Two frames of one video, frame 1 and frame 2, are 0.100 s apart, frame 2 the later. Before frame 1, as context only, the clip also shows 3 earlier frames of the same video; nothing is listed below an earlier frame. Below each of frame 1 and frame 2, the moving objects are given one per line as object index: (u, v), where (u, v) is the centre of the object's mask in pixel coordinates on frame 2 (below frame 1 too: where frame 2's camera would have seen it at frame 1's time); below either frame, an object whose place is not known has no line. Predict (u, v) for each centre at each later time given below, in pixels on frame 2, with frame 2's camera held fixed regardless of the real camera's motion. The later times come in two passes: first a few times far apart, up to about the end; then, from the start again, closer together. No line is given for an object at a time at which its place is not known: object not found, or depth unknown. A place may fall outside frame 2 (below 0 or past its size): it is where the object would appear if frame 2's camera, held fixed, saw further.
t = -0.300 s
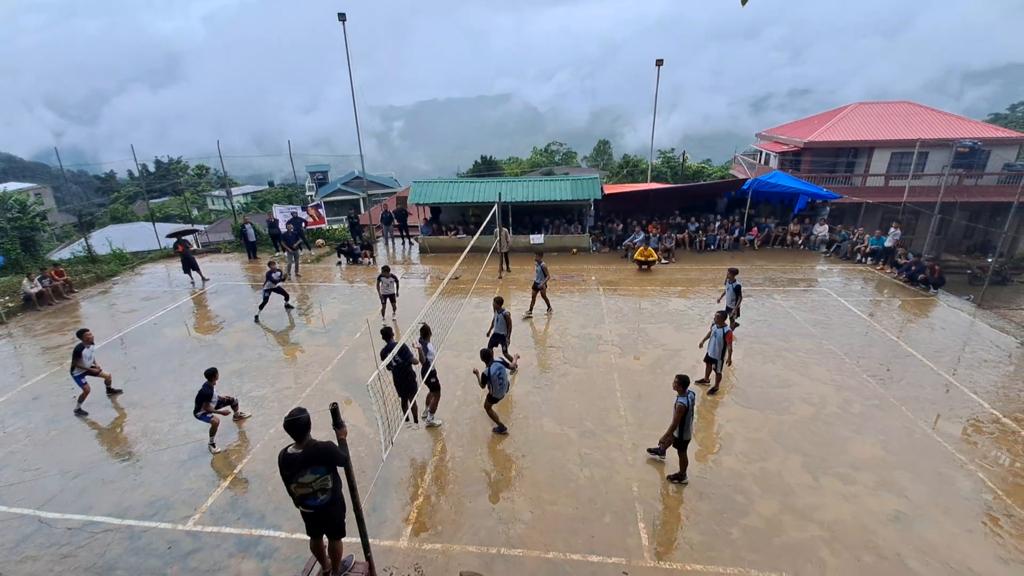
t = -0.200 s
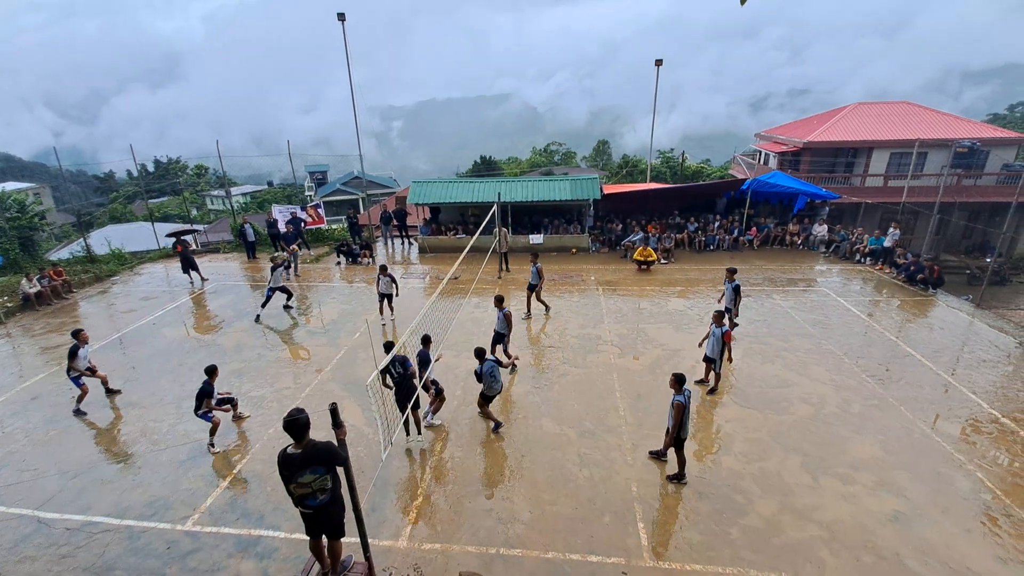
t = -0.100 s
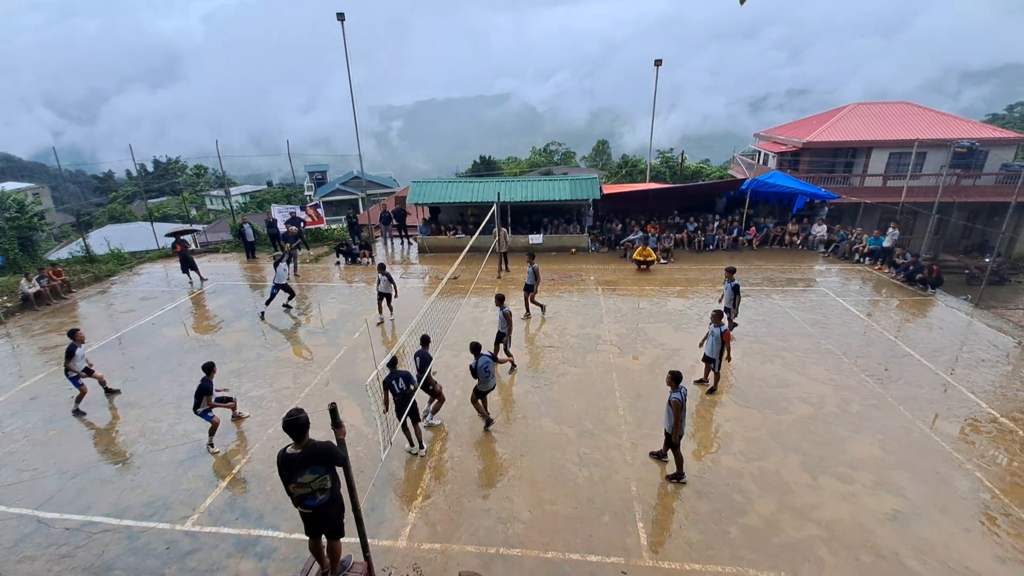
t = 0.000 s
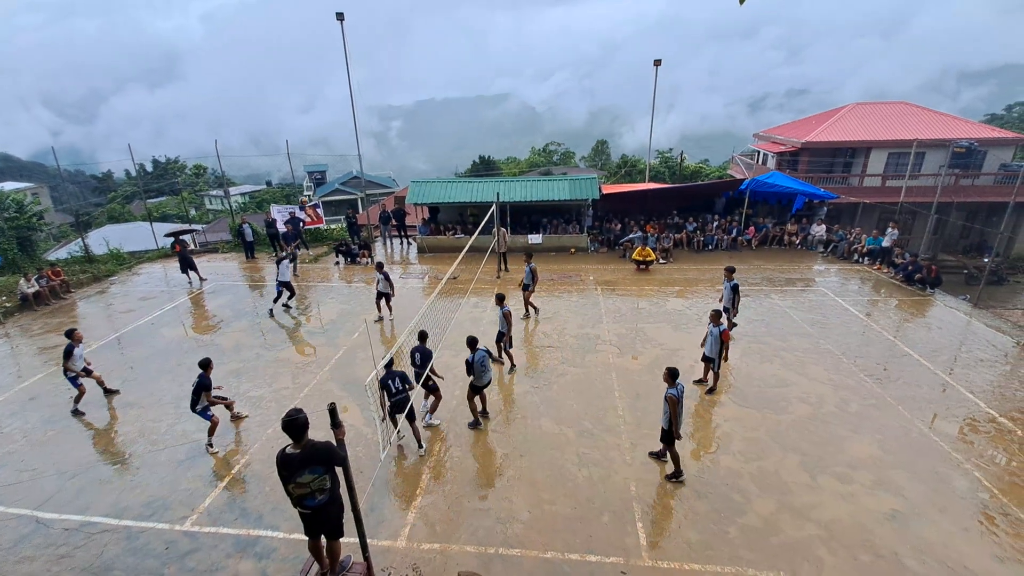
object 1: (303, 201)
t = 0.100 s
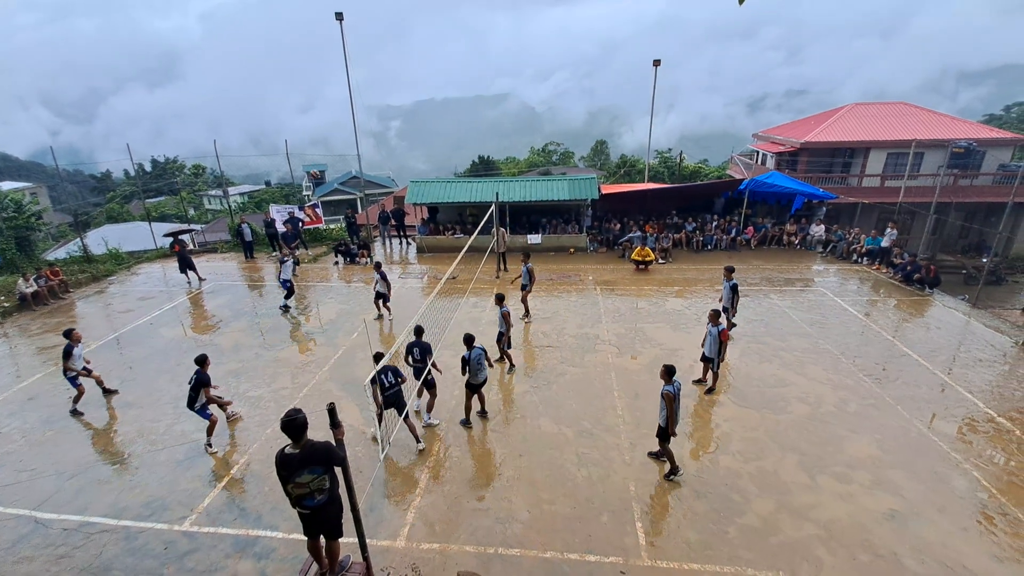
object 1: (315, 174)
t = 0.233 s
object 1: (332, 142)
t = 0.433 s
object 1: (365, 103)
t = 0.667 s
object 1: (410, 80)
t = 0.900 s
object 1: (463, 84)
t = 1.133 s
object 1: (520, 121)
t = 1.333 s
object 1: (570, 177)
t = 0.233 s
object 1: (332, 142)
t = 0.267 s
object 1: (337, 134)
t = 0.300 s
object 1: (342, 127)
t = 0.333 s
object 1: (348, 121)
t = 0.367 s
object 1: (353, 115)
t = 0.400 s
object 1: (359, 109)
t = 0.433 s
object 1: (365, 103)
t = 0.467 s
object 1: (371, 98)
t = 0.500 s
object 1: (377, 94)
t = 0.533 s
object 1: (383, 90)
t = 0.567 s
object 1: (389, 87)
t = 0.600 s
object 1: (396, 84)
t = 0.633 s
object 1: (403, 82)
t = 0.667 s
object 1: (410, 80)
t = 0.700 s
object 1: (417, 78)
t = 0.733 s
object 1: (424, 78)
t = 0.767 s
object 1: (432, 78)
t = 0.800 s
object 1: (439, 79)
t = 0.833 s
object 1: (447, 80)
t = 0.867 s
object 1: (455, 82)
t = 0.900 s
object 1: (463, 84)
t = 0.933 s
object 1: (471, 88)
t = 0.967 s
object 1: (479, 91)
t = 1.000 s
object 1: (487, 96)
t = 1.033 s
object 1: (495, 101)
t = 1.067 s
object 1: (504, 107)
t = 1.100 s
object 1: (512, 114)
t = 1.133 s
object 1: (520, 121)
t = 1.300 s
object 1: (561, 166)
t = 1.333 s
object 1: (570, 177)
